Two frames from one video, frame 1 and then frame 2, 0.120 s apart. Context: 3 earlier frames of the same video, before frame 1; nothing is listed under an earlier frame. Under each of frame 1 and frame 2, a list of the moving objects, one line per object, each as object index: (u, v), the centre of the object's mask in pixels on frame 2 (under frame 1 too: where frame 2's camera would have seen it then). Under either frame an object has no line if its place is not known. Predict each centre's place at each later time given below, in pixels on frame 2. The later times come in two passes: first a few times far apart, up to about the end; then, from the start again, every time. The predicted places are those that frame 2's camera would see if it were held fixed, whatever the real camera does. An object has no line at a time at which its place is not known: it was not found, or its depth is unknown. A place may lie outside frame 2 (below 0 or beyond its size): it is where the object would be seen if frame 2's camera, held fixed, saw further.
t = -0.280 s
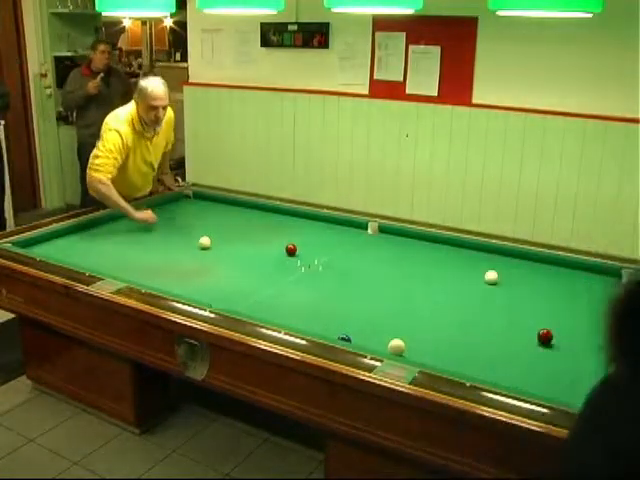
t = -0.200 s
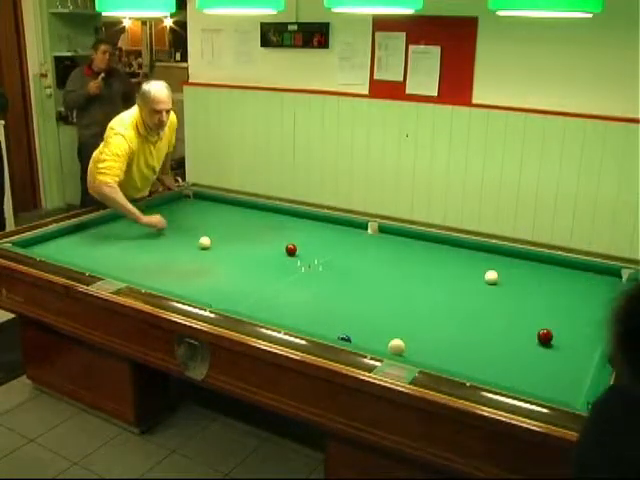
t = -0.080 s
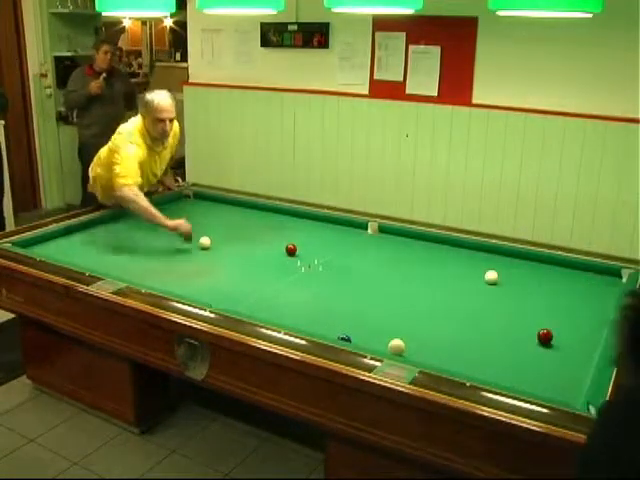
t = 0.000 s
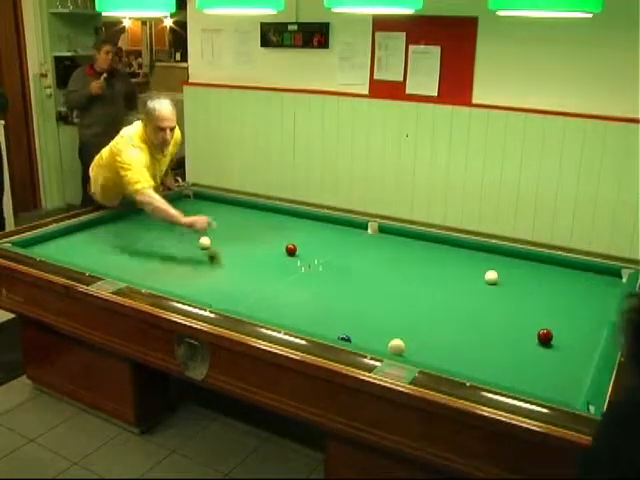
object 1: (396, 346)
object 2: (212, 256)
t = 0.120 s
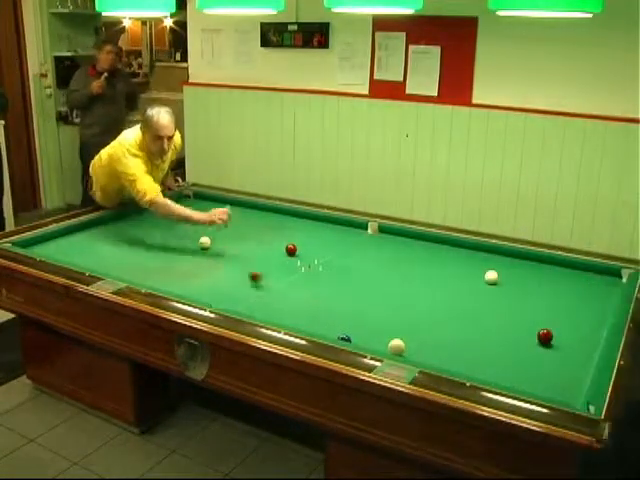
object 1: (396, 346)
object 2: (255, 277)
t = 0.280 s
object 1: (396, 346)
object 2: (321, 312)
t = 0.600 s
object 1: (515, 384)
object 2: (379, 347)
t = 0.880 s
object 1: (509, 378)
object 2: (400, 347)
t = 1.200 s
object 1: (421, 351)
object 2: (425, 340)
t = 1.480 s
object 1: (354, 331)
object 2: (443, 340)
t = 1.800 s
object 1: (287, 310)
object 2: (464, 337)
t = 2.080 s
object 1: (236, 294)
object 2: (481, 334)
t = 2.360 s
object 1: (192, 279)
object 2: (496, 331)
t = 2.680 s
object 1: (148, 264)
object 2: (513, 328)
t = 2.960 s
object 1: (115, 252)
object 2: (526, 326)
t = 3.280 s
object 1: (81, 241)
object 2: (541, 323)
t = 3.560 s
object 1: (65, 236)
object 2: (553, 320)
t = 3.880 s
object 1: (87, 240)
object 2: (564, 319)
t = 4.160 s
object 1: (106, 244)
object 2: (574, 317)
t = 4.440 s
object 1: (126, 248)
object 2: (582, 317)
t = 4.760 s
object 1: (148, 253)
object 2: (591, 315)
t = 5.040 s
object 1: (168, 258)
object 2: (598, 314)
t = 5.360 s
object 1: (191, 262)
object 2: (605, 313)
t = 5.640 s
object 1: (211, 267)
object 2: (608, 311)
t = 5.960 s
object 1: (234, 272)
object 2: (605, 310)
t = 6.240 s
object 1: (253, 276)
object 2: (605, 309)
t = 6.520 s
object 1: (273, 280)
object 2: (604, 308)
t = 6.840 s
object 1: (295, 284)
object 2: (603, 308)
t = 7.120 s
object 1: (314, 288)
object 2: (603, 308)
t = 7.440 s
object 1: (336, 293)
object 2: (603, 308)
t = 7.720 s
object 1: (354, 297)
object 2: (603, 308)
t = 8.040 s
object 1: (375, 301)
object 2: (603, 308)
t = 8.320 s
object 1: (393, 304)
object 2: (603, 308)
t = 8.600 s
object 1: (410, 308)
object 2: (603, 308)
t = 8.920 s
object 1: (429, 311)
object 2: (603, 308)
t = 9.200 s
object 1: (444, 315)
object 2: (603, 308)
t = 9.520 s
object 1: (462, 318)
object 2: (604, 307)
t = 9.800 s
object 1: (477, 322)
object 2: (603, 308)
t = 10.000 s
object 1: (487, 324)
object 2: (603, 308)
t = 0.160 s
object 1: (396, 346)
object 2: (270, 286)
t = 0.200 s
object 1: (396, 346)
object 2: (287, 294)
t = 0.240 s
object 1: (396, 346)
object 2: (304, 303)
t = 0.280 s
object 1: (396, 346)
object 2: (321, 312)
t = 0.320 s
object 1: (396, 346)
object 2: (341, 323)
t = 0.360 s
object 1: (396, 346)
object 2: (360, 333)
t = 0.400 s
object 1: (396, 346)
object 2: (380, 342)
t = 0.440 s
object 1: (418, 352)
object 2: (380, 343)
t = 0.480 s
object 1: (441, 360)
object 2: (379, 345)
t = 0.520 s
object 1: (464, 368)
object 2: (378, 346)
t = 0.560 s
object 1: (490, 377)
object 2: (378, 347)
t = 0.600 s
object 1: (515, 384)
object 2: (379, 347)
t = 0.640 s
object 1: (539, 390)
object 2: (382, 347)
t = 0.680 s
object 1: (562, 395)
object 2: (385, 347)
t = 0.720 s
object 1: (570, 396)
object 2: (388, 347)
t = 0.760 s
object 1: (553, 391)
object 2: (391, 347)
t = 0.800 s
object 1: (538, 386)
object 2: (394, 347)
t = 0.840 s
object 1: (523, 382)
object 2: (397, 347)
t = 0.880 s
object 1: (509, 378)
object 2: (400, 347)
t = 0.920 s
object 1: (498, 374)
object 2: (403, 347)
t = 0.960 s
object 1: (486, 370)
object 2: (407, 347)
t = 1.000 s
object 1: (474, 367)
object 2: (409, 347)
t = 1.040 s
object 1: (464, 364)
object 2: (413, 346)
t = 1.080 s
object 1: (453, 361)
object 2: (415, 345)
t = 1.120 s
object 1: (443, 359)
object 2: (418, 345)
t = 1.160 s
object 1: (431, 354)
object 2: (420, 343)
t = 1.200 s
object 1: (421, 351)
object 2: (425, 340)
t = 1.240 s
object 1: (410, 348)
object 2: (427, 344)
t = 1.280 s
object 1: (400, 345)
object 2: (430, 343)
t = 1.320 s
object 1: (391, 343)
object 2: (433, 342)
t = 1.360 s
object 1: (381, 340)
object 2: (435, 342)
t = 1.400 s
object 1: (372, 337)
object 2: (438, 341)
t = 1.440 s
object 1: (362, 334)
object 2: (441, 341)
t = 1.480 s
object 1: (354, 331)
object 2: (443, 340)
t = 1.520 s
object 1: (344, 327)
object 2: (446, 340)
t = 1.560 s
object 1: (335, 326)
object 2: (449, 340)
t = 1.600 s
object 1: (327, 322)
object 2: (451, 339)
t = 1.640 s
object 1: (319, 320)
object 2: (454, 338)
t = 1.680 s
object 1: (311, 318)
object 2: (457, 338)
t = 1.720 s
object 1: (303, 315)
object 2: (459, 338)
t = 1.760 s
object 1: (295, 312)
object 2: (462, 337)
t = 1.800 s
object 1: (287, 310)
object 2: (464, 337)
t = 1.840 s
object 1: (279, 307)
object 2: (467, 336)
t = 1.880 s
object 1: (272, 305)
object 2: (469, 336)
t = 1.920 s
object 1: (264, 303)
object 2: (472, 335)
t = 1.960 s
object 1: (257, 300)
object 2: (474, 335)
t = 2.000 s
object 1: (249, 298)
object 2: (476, 335)
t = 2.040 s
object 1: (243, 296)
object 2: (479, 334)
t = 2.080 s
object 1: (236, 294)
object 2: (481, 334)
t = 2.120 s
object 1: (230, 292)
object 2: (483, 333)
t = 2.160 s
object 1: (223, 289)
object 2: (485, 333)
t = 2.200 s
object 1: (217, 287)
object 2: (487, 333)
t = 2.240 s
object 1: (210, 285)
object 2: (490, 332)
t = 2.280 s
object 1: (204, 282)
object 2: (492, 332)
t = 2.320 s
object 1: (198, 280)
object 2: (494, 331)
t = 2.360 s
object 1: (192, 279)
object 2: (496, 331)
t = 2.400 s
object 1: (186, 276)
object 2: (499, 331)
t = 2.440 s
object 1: (180, 274)
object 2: (501, 330)
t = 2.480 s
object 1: (174, 273)
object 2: (503, 330)
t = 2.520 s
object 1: (169, 271)
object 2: (504, 330)
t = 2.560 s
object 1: (164, 269)
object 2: (507, 329)
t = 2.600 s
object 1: (158, 267)
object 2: (509, 329)
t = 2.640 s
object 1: (153, 265)
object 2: (511, 329)
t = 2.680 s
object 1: (148, 264)
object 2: (513, 328)
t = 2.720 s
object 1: (143, 262)
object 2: (515, 328)
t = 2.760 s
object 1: (138, 261)
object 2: (517, 328)
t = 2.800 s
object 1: (133, 259)
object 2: (519, 328)
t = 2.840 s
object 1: (128, 258)
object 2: (521, 327)
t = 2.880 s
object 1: (124, 255)
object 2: (522, 327)
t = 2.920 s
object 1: (119, 254)
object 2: (524, 327)
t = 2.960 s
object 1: (115, 252)
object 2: (526, 326)
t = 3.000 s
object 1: (110, 251)
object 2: (528, 325)
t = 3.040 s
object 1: (106, 250)
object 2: (530, 325)
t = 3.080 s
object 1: (102, 248)
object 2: (532, 325)
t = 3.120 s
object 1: (97, 246)
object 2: (533, 324)
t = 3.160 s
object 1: (93, 245)
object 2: (535, 324)
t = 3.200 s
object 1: (89, 244)
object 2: (536, 323)
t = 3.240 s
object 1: (85, 242)
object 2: (539, 323)
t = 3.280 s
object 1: (81, 241)
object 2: (541, 323)
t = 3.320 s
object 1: (77, 240)
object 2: (543, 322)
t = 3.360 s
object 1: (73, 238)
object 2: (544, 321)
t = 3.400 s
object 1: (69, 237)
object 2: (545, 321)
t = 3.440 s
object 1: (65, 236)
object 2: (547, 321)
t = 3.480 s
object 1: (62, 235)
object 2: (548, 321)
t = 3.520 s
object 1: (62, 235)
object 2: (550, 321)
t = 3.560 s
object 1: (65, 236)
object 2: (553, 320)
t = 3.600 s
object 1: (68, 235)
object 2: (554, 320)
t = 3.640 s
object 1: (70, 236)
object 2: (555, 320)
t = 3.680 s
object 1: (73, 237)
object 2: (557, 321)
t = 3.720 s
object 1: (76, 238)
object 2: (558, 320)
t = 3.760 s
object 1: (78, 238)
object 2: (560, 320)
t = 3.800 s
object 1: (81, 239)
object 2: (562, 320)
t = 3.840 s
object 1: (84, 239)
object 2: (562, 320)
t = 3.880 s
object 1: (87, 240)
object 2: (564, 319)
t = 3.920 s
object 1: (90, 240)
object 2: (565, 319)
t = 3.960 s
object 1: (93, 241)
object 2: (567, 319)
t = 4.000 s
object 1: (95, 242)
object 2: (568, 319)
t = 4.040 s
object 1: (98, 242)
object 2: (569, 318)
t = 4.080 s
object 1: (101, 243)
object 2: (571, 318)
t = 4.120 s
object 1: (104, 243)
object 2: (571, 318)
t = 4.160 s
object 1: (106, 244)
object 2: (574, 317)
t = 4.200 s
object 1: (109, 245)
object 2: (575, 318)
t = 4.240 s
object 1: (112, 246)
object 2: (576, 317)
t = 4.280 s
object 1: (114, 246)
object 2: (577, 317)
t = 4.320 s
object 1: (118, 247)
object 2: (578, 317)
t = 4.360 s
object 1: (121, 247)
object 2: (579, 317)
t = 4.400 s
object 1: (123, 248)
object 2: (581, 317)
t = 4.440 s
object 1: (126, 248)
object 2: (582, 317)
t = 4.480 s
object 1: (128, 249)
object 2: (583, 316)
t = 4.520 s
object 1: (131, 249)
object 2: (584, 316)
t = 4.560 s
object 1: (134, 250)
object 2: (585, 316)
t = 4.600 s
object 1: (137, 251)
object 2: (587, 316)
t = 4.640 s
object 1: (140, 251)
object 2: (588, 315)
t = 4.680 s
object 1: (143, 252)
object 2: (589, 315)
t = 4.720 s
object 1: (145, 253)
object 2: (590, 315)
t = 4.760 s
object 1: (148, 253)
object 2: (591, 315)
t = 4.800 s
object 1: (151, 254)
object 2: (592, 315)
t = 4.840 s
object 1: (154, 254)
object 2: (593, 314)
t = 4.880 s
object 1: (157, 255)
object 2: (594, 314)
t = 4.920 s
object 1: (159, 256)
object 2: (595, 314)
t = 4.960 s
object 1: (162, 256)
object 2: (596, 314)
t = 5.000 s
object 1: (165, 257)
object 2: (597, 314)
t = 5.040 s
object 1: (168, 258)
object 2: (598, 314)
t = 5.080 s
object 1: (170, 258)
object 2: (598, 314)
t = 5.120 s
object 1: (173, 258)
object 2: (600, 313)
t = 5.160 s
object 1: (177, 259)
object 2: (600, 313)
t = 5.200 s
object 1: (179, 260)
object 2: (601, 313)
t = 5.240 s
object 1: (182, 261)
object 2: (602, 313)
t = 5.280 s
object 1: (185, 262)
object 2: (603, 313)
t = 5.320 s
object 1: (188, 262)
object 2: (604, 313)
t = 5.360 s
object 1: (191, 262)
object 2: (605, 313)
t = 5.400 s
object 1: (194, 263)
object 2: (606, 312)
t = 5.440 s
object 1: (197, 264)
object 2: (607, 312)
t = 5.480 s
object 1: (200, 264)
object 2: (607, 312)
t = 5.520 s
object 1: (202, 265)
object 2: (607, 312)
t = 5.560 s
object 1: (205, 265)
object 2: (608, 312)
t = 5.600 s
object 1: (208, 266)
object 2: (608, 312)
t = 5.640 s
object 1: (211, 267)
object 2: (608, 311)
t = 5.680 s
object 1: (214, 267)
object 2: (608, 311)
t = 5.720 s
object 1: (217, 267)
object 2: (607, 311)
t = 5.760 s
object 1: (219, 269)
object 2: (606, 311)
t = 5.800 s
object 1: (222, 269)
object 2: (606, 311)
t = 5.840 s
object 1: (225, 270)
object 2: (607, 310)
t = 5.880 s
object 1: (228, 270)
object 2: (606, 310)
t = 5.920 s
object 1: (231, 271)
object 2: (605, 310)
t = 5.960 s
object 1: (234, 272)
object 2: (605, 310)
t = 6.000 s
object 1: (236, 272)
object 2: (605, 310)
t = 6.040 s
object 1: (239, 273)
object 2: (605, 310)
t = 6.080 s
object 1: (242, 273)
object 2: (606, 309)
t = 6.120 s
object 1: (245, 274)
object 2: (605, 309)
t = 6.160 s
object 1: (248, 274)
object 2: (605, 309)
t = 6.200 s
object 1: (251, 275)
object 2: (605, 309)
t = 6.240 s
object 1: (253, 276)
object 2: (605, 309)
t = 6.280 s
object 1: (256, 276)
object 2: (604, 308)
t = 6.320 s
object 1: (258, 277)
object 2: (604, 308)
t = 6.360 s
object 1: (262, 277)
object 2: (604, 308)
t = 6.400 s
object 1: (264, 278)
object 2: (604, 308)
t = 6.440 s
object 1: (268, 279)
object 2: (604, 308)
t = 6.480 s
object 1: (270, 279)
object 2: (604, 308)
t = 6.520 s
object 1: (273, 280)
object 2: (604, 308)
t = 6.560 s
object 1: (276, 280)
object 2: (604, 308)
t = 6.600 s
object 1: (278, 280)
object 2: (603, 308)
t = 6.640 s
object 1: (281, 281)
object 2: (603, 308)
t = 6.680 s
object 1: (284, 282)
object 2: (603, 308)
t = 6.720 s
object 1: (287, 283)
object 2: (603, 308)
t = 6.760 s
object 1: (290, 283)
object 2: (603, 308)
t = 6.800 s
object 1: (292, 283)
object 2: (603, 308)
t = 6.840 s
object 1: (295, 284)
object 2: (603, 308)
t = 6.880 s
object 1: (298, 285)
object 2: (603, 308)
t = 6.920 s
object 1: (300, 285)
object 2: (603, 308)
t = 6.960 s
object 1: (303, 286)
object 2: (603, 308)
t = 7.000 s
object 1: (306, 286)
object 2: (603, 308)
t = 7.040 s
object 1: (309, 287)
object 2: (603, 308)
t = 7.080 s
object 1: (311, 287)
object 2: (603, 308)
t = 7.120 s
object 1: (314, 288)
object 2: (603, 308)
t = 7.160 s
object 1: (317, 289)
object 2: (603, 308)
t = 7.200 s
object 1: (319, 289)
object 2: (603, 308)
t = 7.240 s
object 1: (322, 290)
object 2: (603, 308)
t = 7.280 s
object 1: (325, 291)
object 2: (603, 308)
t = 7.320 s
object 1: (328, 291)
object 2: (603, 308)
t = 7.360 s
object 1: (330, 292)
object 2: (603, 308)
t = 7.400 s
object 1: (333, 292)
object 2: (603, 308)
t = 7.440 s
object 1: (336, 293)
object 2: (603, 308)
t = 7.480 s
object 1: (338, 293)
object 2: (603, 308)
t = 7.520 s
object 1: (341, 294)
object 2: (603, 308)
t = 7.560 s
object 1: (344, 295)
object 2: (603, 308)
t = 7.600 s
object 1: (346, 295)
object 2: (603, 308)
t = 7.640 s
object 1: (349, 296)
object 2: (603, 308)
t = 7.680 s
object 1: (352, 296)
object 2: (603, 308)
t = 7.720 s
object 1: (354, 297)
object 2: (603, 308)
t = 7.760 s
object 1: (357, 297)
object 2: (603, 308)
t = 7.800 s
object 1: (360, 298)
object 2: (603, 308)
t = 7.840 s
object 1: (362, 298)
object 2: (603, 308)
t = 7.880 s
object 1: (365, 299)
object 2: (603, 308)
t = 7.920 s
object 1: (367, 299)
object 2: (603, 308)
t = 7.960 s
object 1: (370, 300)
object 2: (603, 308)
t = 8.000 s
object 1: (373, 300)
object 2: (603, 308)
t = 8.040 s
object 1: (375, 301)
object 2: (603, 308)
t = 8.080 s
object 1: (378, 301)
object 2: (603, 308)
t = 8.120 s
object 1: (380, 302)
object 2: (603, 308)
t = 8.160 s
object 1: (383, 302)
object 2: (603, 308)
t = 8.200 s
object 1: (386, 303)
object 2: (603, 308)
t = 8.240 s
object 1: (387, 303)
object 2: (603, 308)
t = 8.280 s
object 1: (391, 304)
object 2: (603, 308)
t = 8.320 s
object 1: (393, 304)
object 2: (603, 308)
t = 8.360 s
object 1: (396, 305)
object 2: (603, 308)
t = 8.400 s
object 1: (398, 305)
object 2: (603, 308)
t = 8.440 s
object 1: (400, 306)
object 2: (603, 308)
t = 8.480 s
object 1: (403, 306)
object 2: (603, 308)
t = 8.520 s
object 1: (405, 307)
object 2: (603, 308)
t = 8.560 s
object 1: (407, 307)
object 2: (603, 308)
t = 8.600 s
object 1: (410, 308)
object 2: (603, 308)
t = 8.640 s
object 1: (412, 308)
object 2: (603, 308)
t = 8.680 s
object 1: (415, 309)
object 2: (603, 308)
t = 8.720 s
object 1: (417, 309)
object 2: (603, 308)
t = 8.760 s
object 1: (420, 310)
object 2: (603, 308)
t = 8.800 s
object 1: (422, 310)
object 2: (603, 308)
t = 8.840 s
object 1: (424, 310)
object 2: (603, 308)
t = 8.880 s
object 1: (426, 311)
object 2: (603, 308)
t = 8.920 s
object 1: (429, 311)
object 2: (603, 308)
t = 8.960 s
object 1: (431, 312)
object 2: (604, 307)
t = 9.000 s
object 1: (433, 312)
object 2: (603, 308)
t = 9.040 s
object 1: (435, 313)
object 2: (603, 308)
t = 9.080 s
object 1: (438, 313)
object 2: (603, 308)
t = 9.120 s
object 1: (440, 314)
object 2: (603, 308)
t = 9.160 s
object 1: (443, 314)
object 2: (603, 308)
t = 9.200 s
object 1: (444, 315)
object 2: (603, 308)
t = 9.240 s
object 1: (446, 315)
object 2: (603, 308)
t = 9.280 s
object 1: (449, 315)
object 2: (603, 308)
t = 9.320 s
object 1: (451, 316)
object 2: (603, 308)
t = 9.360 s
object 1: (453, 316)
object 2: (603, 308)
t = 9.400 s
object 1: (456, 317)
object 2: (603, 308)
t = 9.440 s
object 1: (458, 317)
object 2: (603, 308)
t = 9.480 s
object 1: (460, 318)
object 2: (603, 308)
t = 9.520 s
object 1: (462, 318)
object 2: (604, 307)
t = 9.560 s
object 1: (464, 319)
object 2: (603, 308)
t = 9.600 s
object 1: (466, 319)
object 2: (603, 308)
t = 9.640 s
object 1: (469, 320)
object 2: (604, 307)
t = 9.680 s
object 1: (471, 320)
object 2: (603, 308)
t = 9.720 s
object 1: (473, 321)
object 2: (603, 308)
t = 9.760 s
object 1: (475, 321)
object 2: (603, 307)
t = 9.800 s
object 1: (477, 322)
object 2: (603, 308)
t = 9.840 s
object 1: (479, 322)
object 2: (603, 308)
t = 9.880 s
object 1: (481, 323)
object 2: (603, 307)
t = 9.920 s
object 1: (484, 323)
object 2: (603, 308)
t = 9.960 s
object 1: (485, 324)
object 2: (603, 308)
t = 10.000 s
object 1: (487, 324)
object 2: (603, 308)
